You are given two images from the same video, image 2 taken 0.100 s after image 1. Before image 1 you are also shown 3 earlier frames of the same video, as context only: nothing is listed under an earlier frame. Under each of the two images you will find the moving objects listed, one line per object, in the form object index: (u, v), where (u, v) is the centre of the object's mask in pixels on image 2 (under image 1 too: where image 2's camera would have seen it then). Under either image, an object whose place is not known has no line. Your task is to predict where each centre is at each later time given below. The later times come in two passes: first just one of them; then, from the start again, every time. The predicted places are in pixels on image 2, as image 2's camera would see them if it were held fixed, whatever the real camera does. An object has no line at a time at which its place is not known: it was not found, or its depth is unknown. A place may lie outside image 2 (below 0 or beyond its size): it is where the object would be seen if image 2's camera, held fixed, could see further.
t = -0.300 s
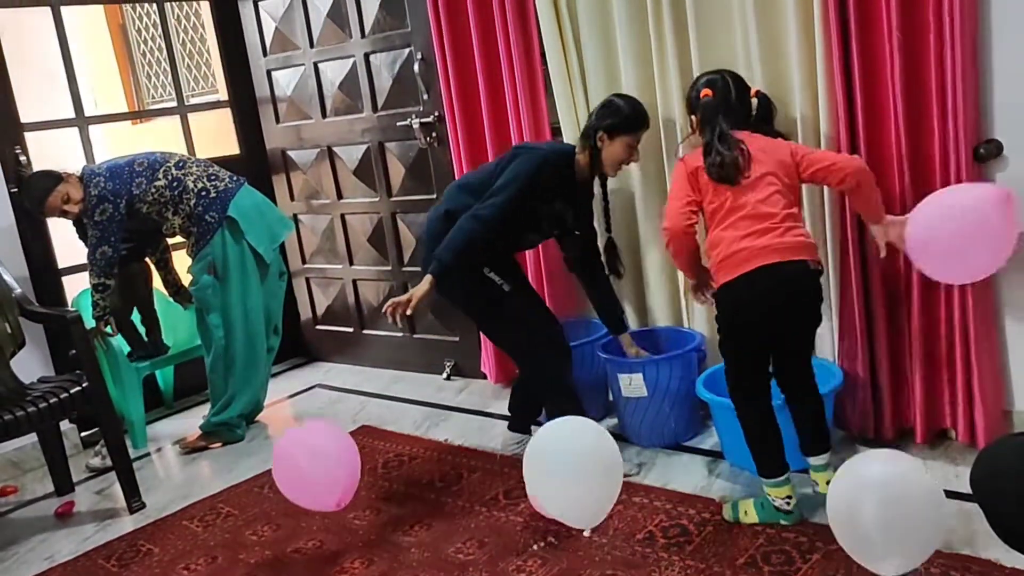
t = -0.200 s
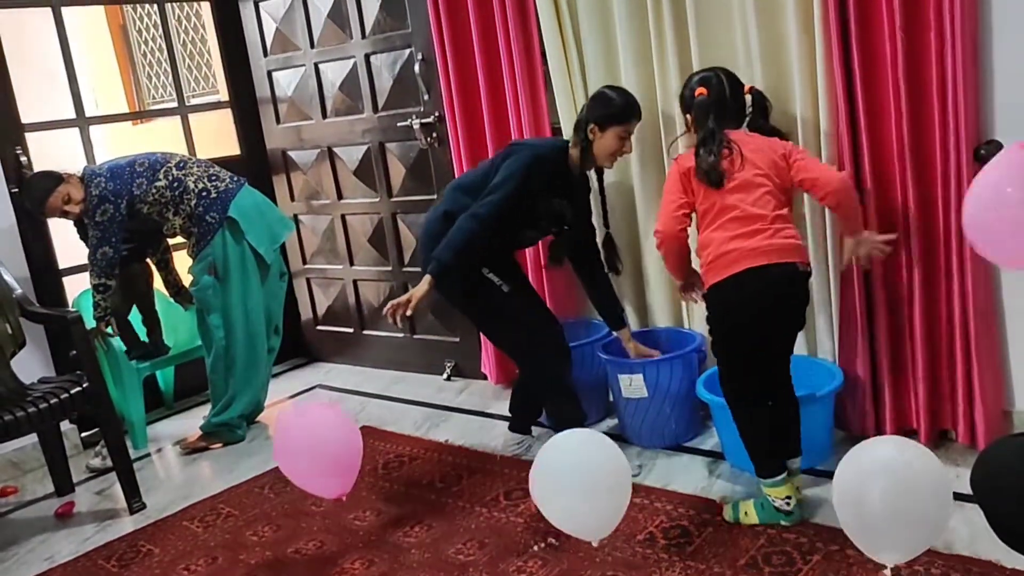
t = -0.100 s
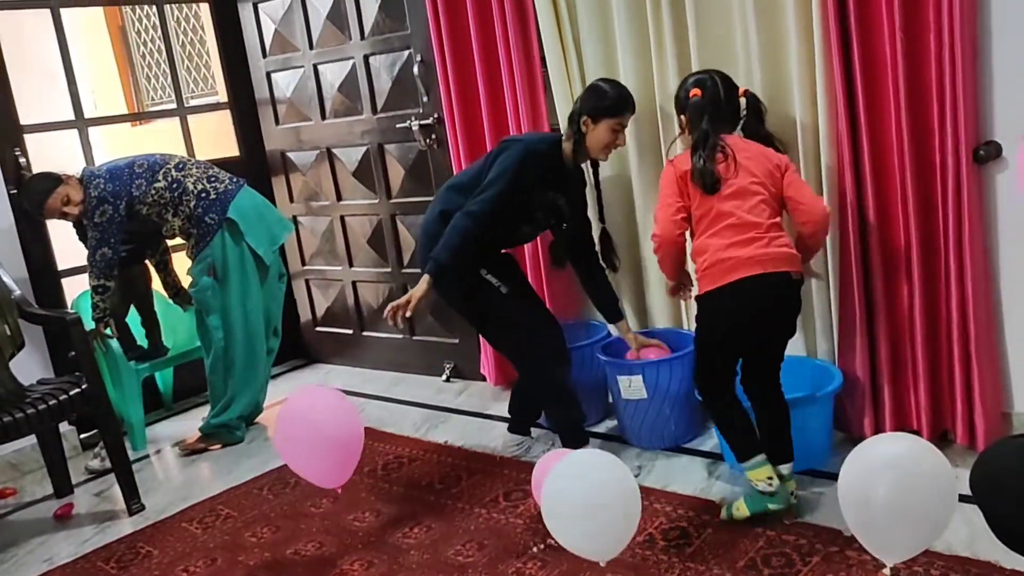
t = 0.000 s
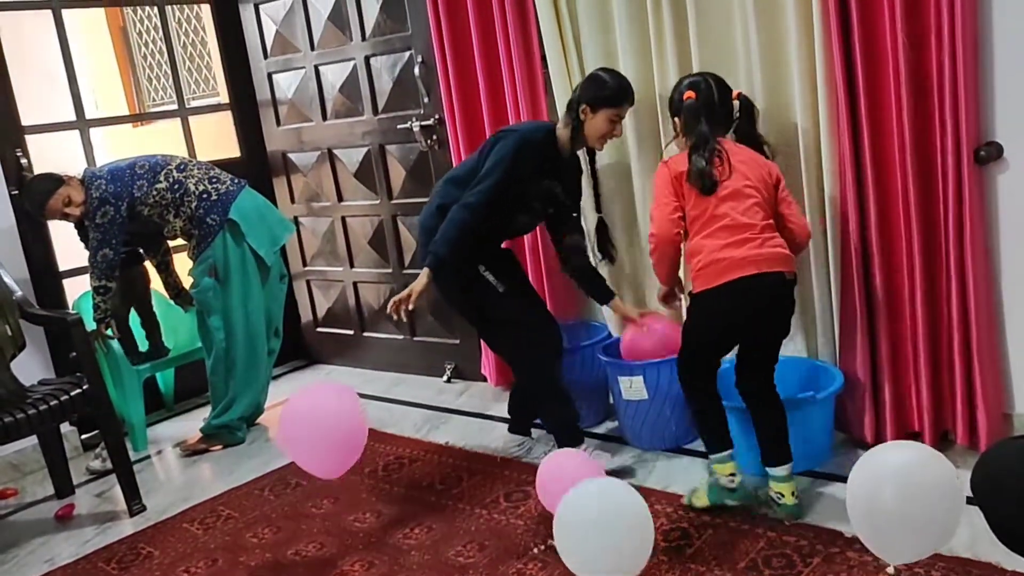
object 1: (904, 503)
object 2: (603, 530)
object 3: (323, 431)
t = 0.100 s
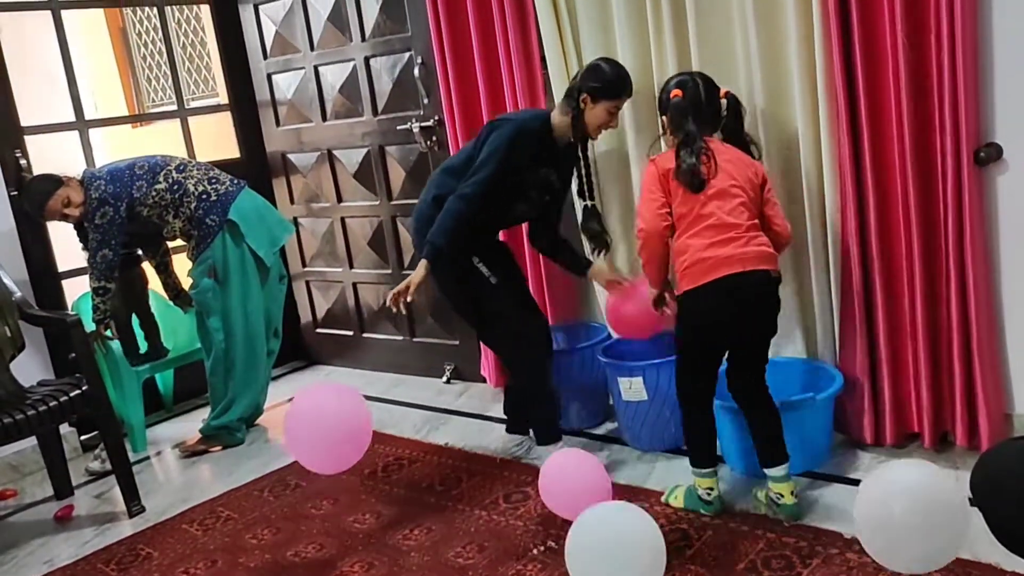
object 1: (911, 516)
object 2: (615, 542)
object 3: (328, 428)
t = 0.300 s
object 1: (924, 548)
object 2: (636, 532)
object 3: (340, 445)
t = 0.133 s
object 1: (912, 524)
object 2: (618, 540)
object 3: (330, 428)
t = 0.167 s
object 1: (915, 528)
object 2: (621, 537)
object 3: (332, 430)
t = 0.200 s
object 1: (917, 534)
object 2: (625, 535)
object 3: (334, 432)
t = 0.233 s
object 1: (919, 538)
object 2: (628, 534)
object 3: (335, 435)
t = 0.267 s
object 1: (922, 544)
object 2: (632, 533)
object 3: (337, 438)
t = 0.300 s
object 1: (924, 548)
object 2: (636, 532)
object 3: (340, 445)
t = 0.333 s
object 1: (924, 542)
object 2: (640, 532)
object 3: (343, 448)
